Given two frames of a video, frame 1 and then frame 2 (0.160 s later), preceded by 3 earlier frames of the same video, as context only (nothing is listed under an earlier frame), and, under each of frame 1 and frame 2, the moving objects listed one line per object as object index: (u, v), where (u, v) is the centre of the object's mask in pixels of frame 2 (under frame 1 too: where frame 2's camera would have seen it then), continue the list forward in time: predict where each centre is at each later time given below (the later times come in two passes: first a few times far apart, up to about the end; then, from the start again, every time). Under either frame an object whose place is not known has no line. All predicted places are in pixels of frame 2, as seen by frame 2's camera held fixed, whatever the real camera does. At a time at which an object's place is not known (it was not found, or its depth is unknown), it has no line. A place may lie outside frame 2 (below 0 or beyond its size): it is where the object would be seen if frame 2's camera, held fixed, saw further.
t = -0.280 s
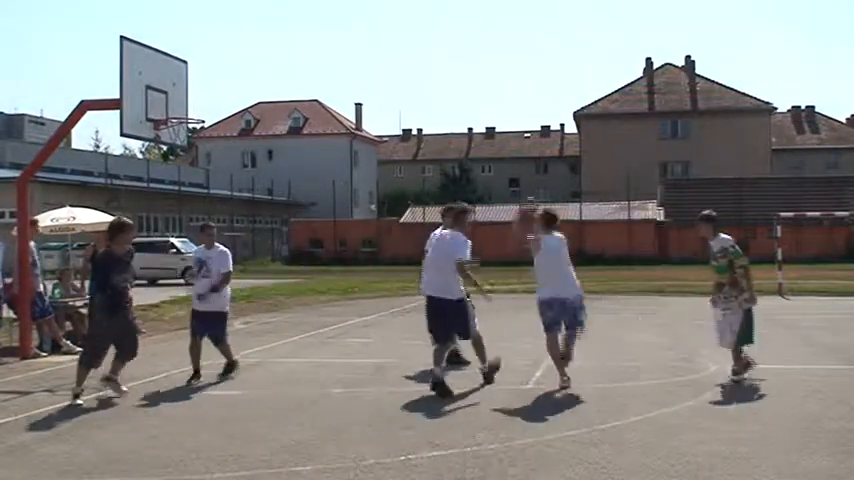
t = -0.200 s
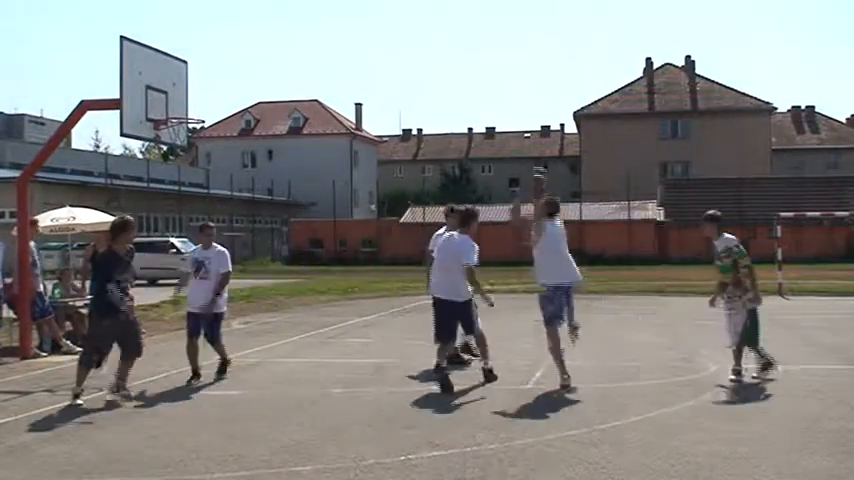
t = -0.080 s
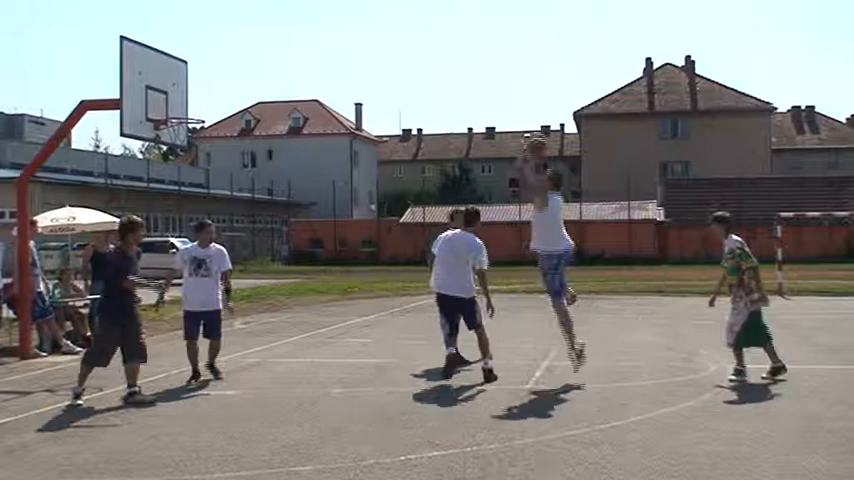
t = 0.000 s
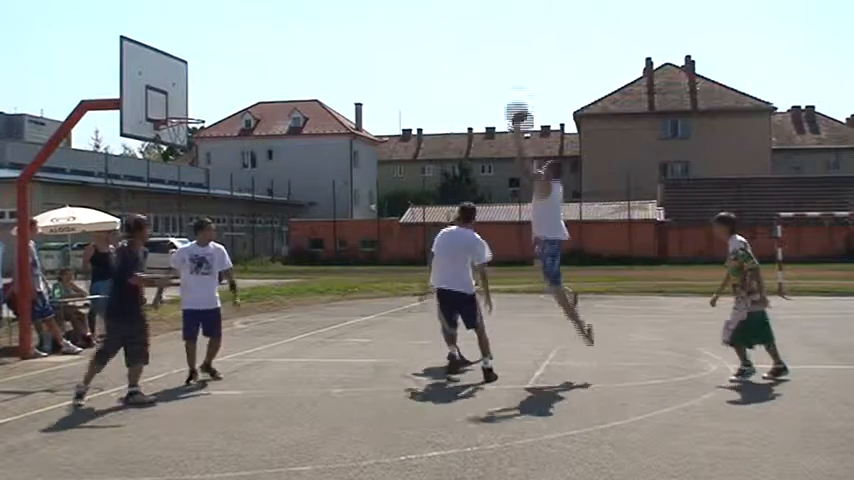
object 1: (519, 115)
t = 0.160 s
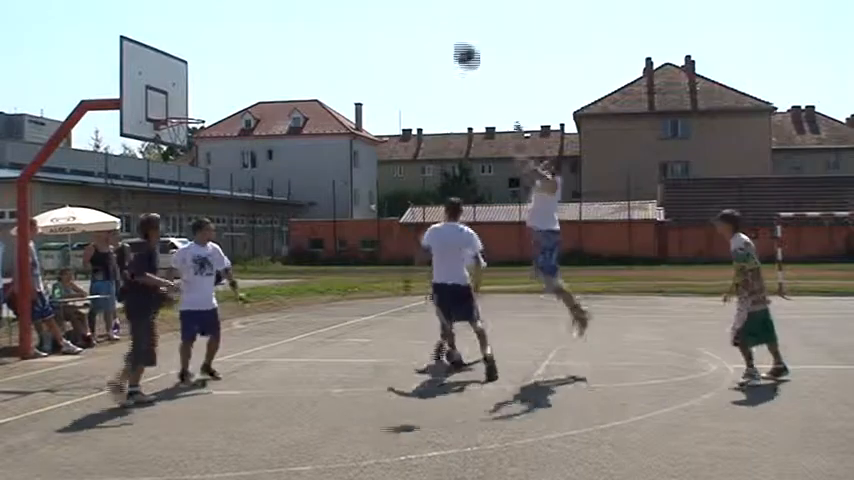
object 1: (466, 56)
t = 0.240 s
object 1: (440, 34)
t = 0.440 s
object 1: (379, 10)
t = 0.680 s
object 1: (310, 25)
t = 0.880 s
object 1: (258, 73)
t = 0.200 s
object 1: (453, 45)
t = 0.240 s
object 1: (440, 34)
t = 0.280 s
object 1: (428, 26)
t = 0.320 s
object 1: (415, 20)
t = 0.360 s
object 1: (403, 15)
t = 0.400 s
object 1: (391, 11)
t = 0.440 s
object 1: (379, 10)
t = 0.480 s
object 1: (367, 9)
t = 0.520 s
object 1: (355, 9)
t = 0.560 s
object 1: (344, 11)
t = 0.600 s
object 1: (333, 14)
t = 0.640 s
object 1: (321, 19)
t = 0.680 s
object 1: (310, 25)
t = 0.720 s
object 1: (299, 32)
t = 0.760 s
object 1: (288, 40)
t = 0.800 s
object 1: (278, 50)
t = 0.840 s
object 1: (268, 61)
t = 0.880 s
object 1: (258, 73)
